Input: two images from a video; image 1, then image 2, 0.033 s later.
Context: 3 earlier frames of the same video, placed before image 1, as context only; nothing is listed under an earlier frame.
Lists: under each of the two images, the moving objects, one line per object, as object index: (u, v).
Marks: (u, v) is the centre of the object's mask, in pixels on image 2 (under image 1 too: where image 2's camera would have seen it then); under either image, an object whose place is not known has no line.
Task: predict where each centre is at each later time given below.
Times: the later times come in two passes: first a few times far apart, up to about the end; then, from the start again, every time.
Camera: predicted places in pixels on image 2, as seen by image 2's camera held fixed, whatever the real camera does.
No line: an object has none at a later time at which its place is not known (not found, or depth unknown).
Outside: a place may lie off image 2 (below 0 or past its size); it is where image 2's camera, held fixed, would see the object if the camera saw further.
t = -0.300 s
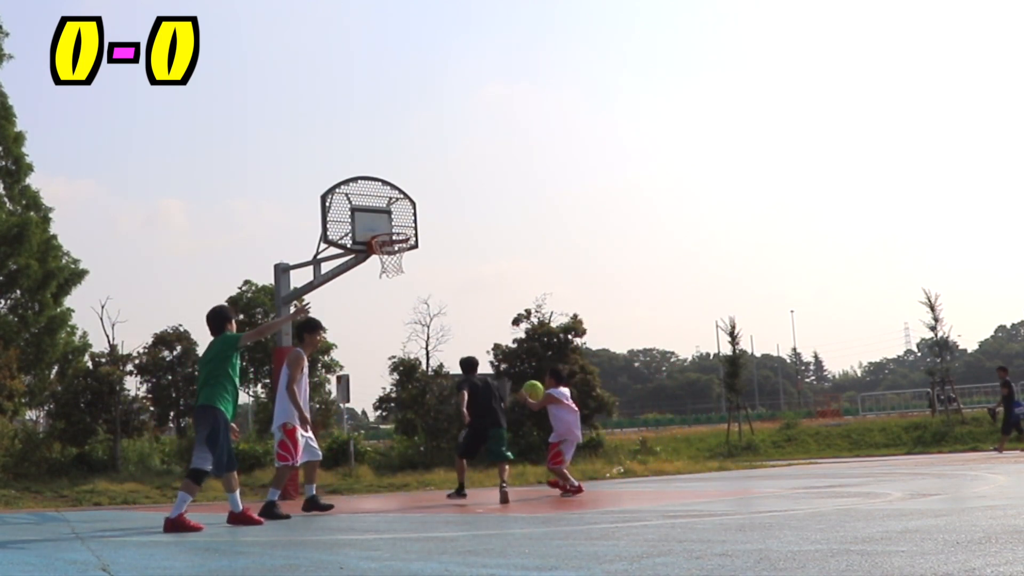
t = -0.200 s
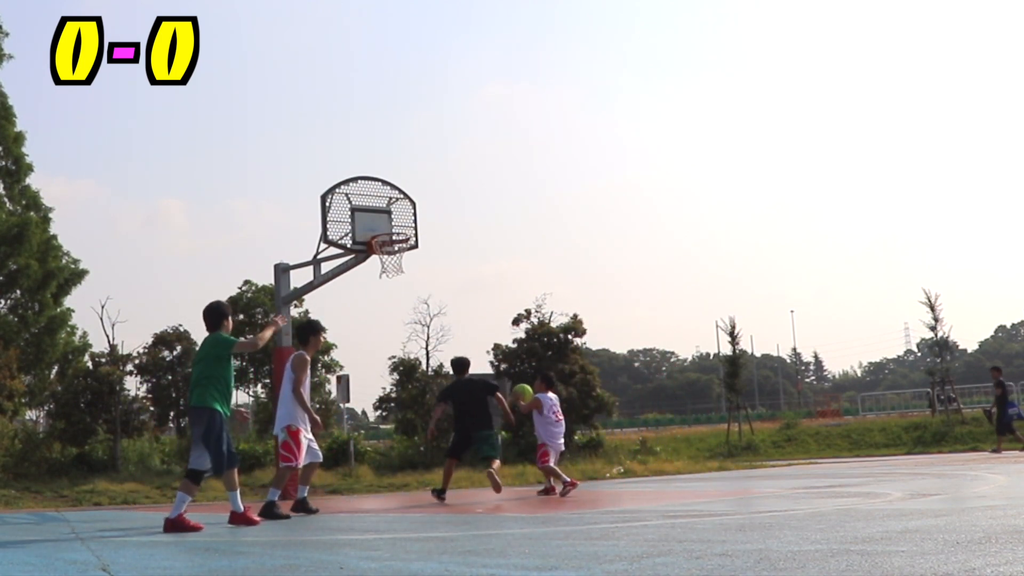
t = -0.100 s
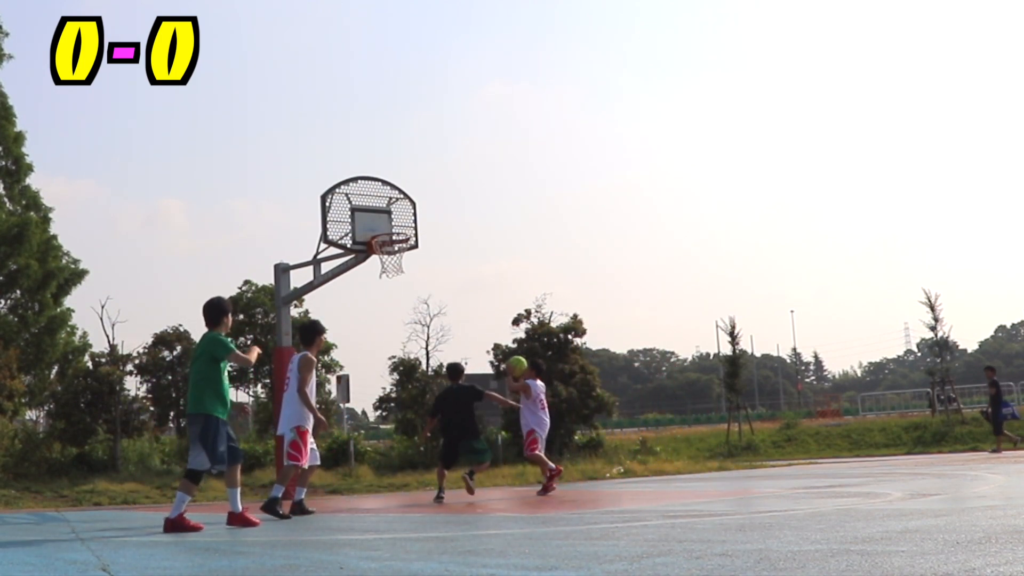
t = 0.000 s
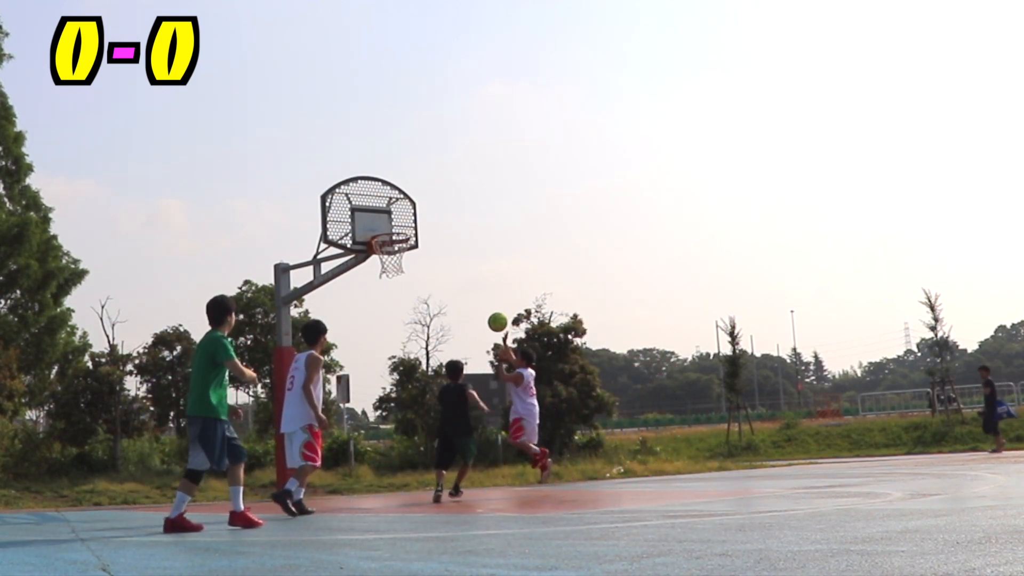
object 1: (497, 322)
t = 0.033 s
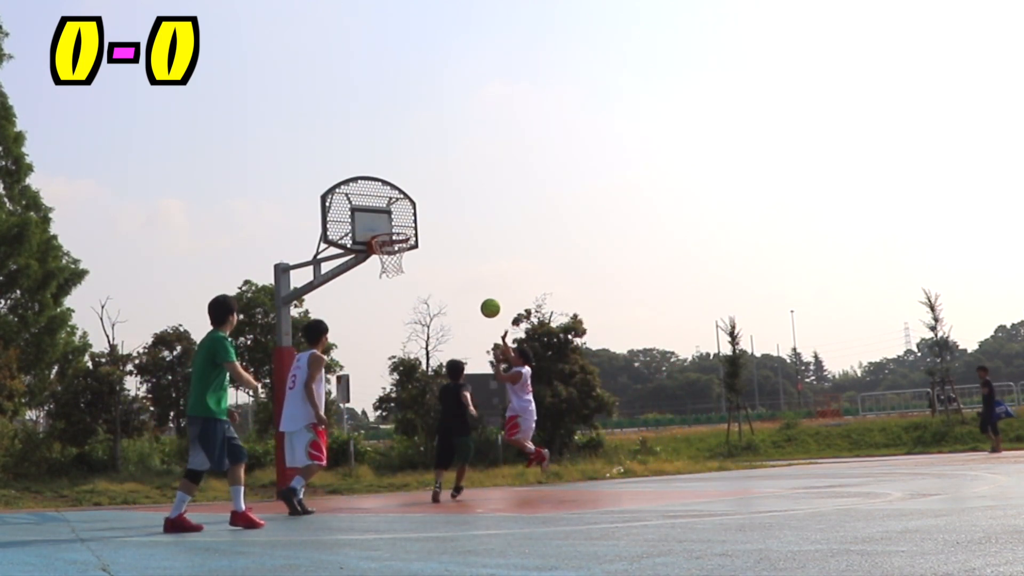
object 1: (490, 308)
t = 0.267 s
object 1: (441, 238)
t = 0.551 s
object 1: (399, 213)
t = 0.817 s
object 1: (389, 235)
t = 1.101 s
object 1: (407, 252)
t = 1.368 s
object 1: (401, 273)
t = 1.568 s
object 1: (395, 326)
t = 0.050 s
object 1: (487, 302)
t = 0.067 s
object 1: (483, 295)
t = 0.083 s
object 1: (479, 289)
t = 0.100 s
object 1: (476, 283)
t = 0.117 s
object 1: (472, 278)
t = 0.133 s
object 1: (469, 272)
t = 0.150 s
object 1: (465, 267)
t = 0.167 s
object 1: (462, 262)
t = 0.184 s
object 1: (458, 258)
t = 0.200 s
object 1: (455, 253)
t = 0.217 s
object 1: (452, 249)
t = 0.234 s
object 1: (448, 245)
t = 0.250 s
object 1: (445, 241)
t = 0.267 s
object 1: (441, 238)
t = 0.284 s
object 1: (438, 234)
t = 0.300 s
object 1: (435, 231)
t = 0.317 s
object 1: (431, 229)
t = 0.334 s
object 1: (428, 226)
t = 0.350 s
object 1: (425, 224)
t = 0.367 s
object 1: (422, 222)
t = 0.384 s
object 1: (418, 220)
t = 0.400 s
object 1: (415, 218)
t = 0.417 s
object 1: (412, 217)
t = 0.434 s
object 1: (409, 215)
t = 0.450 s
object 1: (406, 214)
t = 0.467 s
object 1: (402, 214)
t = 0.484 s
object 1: (400, 213)
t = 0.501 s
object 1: (399, 213)
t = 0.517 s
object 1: (399, 213)
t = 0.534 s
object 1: (399, 213)
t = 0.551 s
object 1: (399, 213)
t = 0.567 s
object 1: (399, 213)
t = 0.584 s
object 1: (399, 214)
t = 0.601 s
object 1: (399, 214)
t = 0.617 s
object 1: (398, 216)
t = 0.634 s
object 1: (398, 217)
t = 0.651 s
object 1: (398, 218)
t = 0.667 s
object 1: (398, 220)
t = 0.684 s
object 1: (398, 222)
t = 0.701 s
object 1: (398, 224)
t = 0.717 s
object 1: (398, 227)
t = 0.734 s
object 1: (398, 228)
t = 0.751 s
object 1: (397, 229)
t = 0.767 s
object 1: (395, 230)
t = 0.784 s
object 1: (393, 232)
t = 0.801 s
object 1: (390, 234)
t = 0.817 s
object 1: (389, 235)
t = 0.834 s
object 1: (386, 237)
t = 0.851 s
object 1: (385, 238)
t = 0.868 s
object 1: (383, 240)
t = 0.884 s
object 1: (385, 240)
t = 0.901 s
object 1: (386, 242)
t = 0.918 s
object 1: (388, 243)
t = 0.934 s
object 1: (391, 244)
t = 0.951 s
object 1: (393, 244)
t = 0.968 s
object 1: (395, 245)
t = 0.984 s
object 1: (398, 247)
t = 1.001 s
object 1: (400, 249)
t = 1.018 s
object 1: (402, 250)
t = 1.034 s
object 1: (404, 251)
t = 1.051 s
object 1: (405, 252)
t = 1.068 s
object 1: (406, 252)
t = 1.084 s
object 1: (407, 253)
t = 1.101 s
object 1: (407, 252)
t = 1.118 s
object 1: (407, 252)
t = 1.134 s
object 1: (407, 252)
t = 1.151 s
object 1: (406, 252)
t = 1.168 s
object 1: (406, 253)
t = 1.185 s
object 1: (406, 253)
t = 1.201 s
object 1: (406, 254)
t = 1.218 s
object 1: (405, 255)
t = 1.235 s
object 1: (405, 256)
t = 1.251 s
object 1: (405, 257)
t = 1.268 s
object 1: (404, 259)
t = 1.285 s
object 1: (404, 260)
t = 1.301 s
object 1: (403, 262)
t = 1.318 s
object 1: (403, 265)
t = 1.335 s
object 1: (402, 268)
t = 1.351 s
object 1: (402, 270)
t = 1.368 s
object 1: (401, 273)
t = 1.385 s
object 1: (401, 276)
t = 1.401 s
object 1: (400, 280)
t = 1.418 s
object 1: (400, 283)
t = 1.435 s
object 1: (399, 287)
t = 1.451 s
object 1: (399, 291)
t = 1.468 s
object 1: (398, 296)
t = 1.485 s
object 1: (398, 300)
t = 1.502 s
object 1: (397, 305)
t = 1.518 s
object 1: (397, 310)
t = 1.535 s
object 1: (396, 316)
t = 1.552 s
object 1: (396, 321)
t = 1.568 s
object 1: (395, 326)
